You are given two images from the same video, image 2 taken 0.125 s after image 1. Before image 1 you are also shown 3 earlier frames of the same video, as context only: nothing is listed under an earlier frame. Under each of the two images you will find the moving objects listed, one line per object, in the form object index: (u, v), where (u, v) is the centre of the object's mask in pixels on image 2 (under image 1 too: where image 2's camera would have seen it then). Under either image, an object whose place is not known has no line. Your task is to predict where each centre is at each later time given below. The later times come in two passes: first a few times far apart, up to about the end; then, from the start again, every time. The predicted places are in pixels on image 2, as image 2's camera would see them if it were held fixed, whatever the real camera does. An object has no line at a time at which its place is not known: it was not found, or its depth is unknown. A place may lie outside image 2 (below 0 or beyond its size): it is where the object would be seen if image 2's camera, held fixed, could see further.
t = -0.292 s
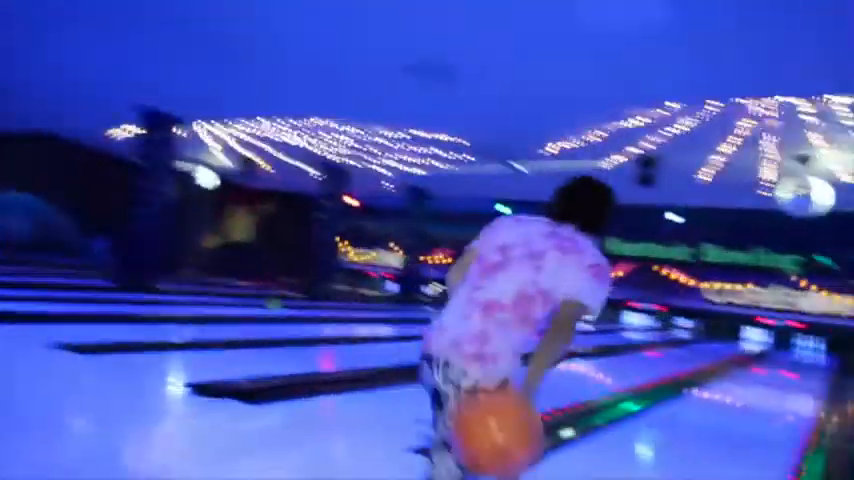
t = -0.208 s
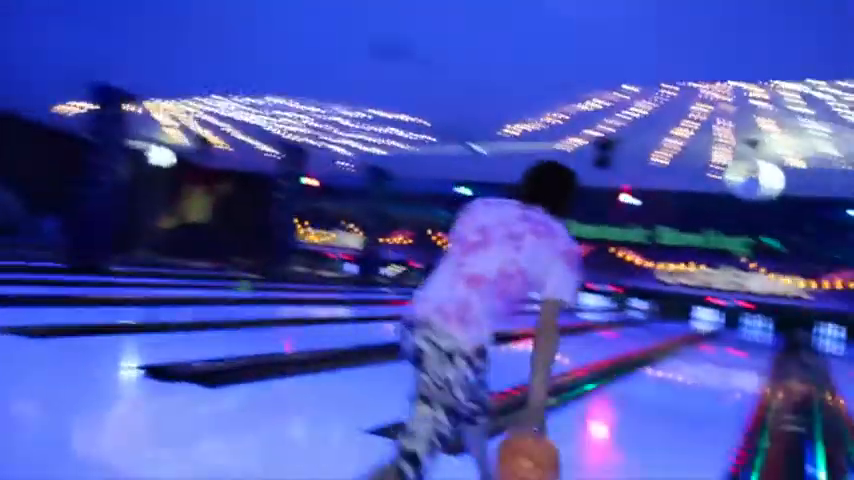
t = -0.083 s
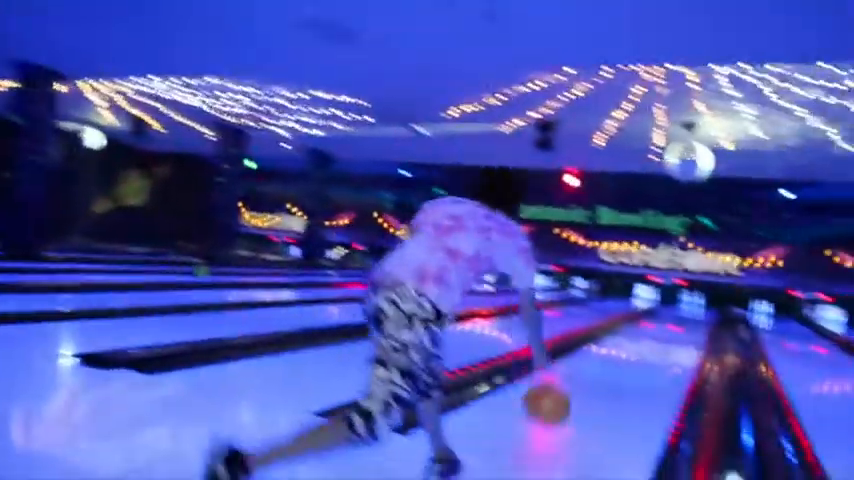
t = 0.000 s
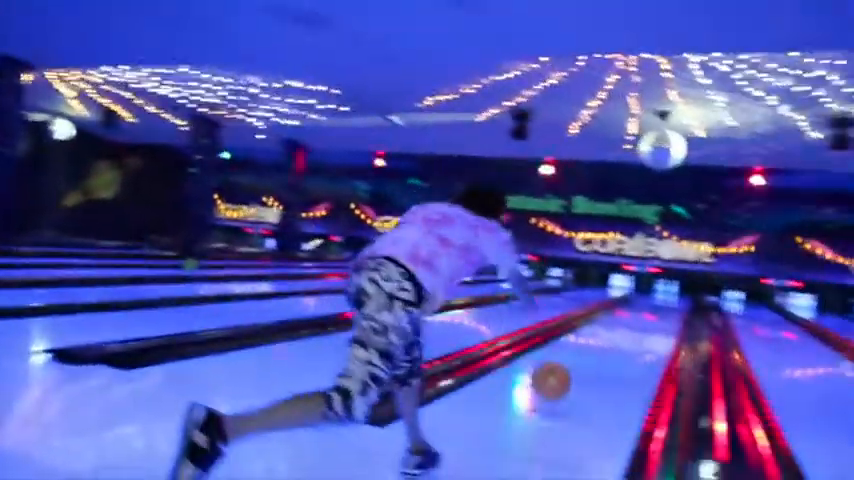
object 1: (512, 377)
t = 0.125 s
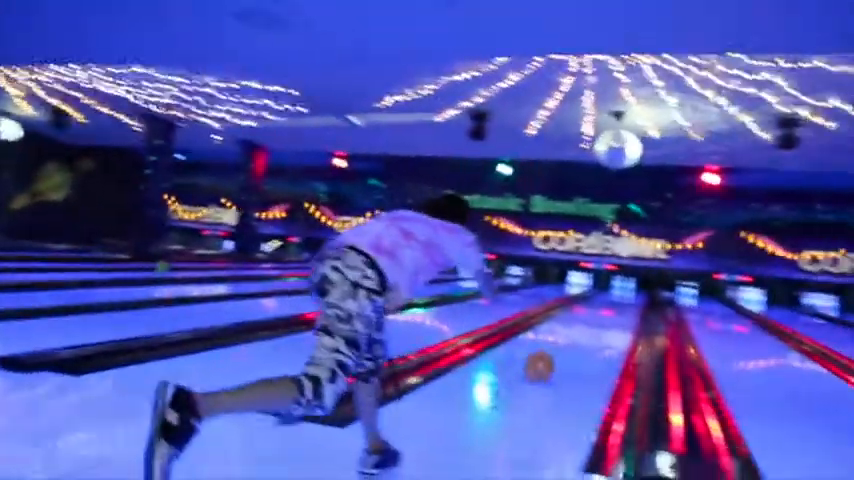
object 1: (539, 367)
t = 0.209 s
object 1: (552, 354)
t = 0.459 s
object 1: (578, 331)
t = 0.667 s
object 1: (591, 319)
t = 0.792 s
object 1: (598, 315)
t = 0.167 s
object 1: (546, 360)
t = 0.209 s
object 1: (552, 354)
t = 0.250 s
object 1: (558, 349)
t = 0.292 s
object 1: (562, 345)
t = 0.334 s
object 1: (567, 340)
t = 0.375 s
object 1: (571, 337)
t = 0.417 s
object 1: (575, 334)
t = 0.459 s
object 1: (578, 331)
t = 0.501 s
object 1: (581, 329)
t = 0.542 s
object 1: (585, 325)
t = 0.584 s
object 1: (588, 322)
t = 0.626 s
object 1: (589, 321)
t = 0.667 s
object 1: (591, 319)
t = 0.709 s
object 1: (592, 319)
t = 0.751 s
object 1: (597, 315)
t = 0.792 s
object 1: (598, 315)
